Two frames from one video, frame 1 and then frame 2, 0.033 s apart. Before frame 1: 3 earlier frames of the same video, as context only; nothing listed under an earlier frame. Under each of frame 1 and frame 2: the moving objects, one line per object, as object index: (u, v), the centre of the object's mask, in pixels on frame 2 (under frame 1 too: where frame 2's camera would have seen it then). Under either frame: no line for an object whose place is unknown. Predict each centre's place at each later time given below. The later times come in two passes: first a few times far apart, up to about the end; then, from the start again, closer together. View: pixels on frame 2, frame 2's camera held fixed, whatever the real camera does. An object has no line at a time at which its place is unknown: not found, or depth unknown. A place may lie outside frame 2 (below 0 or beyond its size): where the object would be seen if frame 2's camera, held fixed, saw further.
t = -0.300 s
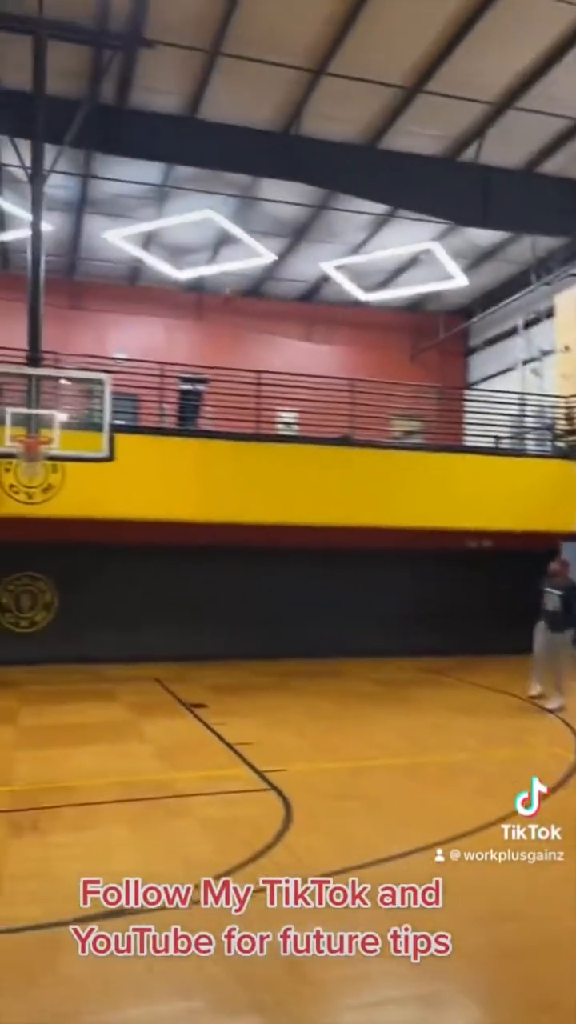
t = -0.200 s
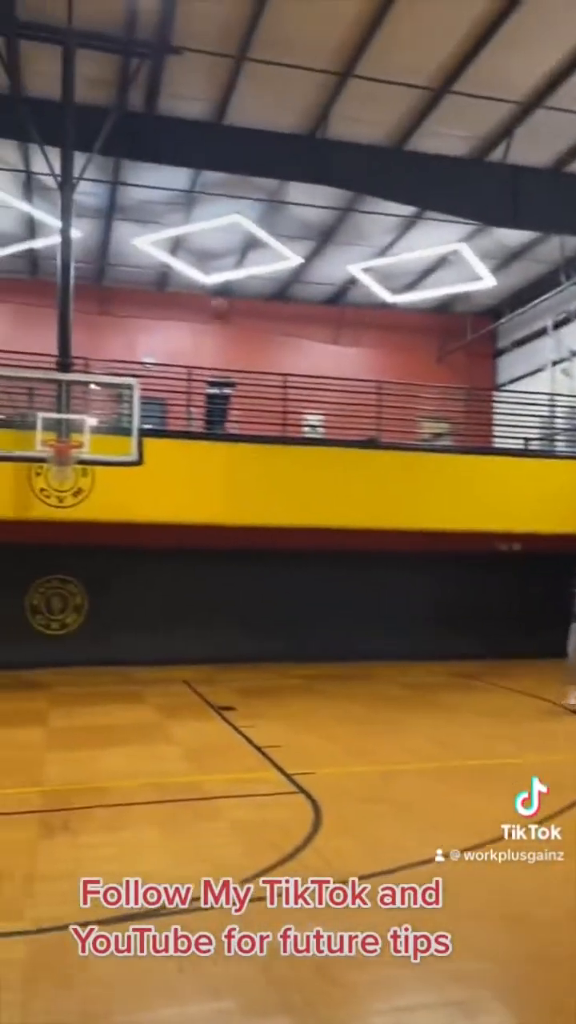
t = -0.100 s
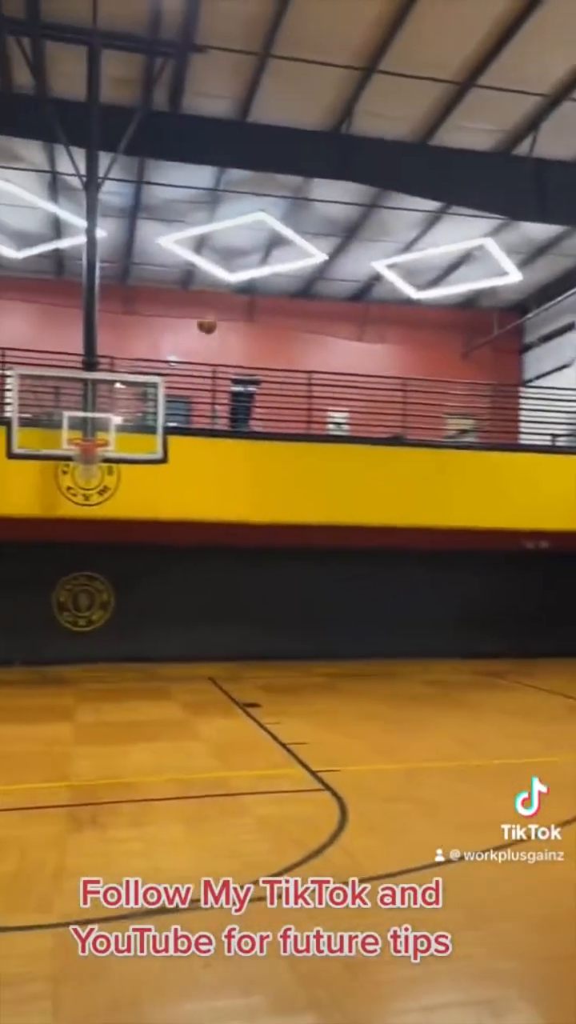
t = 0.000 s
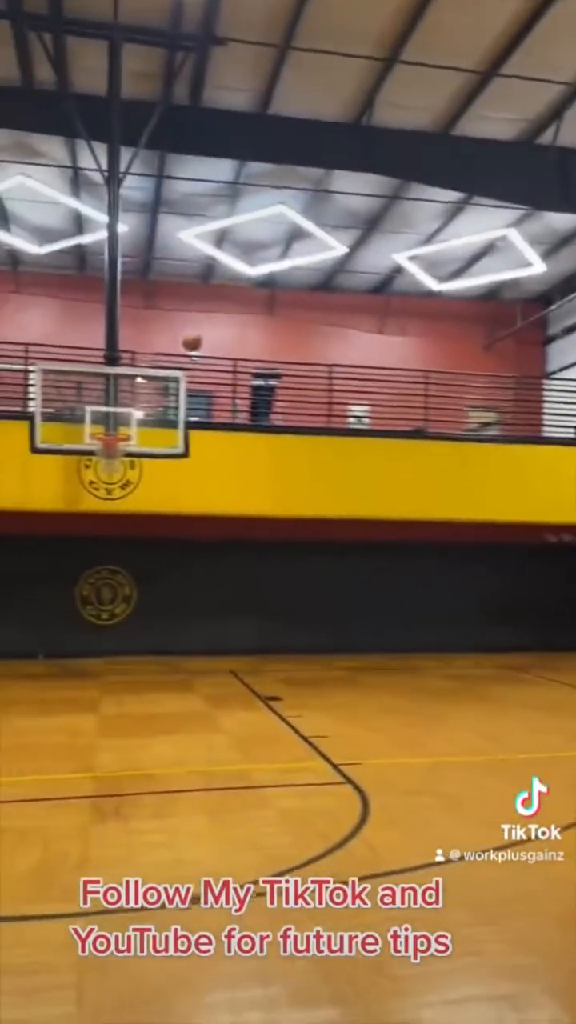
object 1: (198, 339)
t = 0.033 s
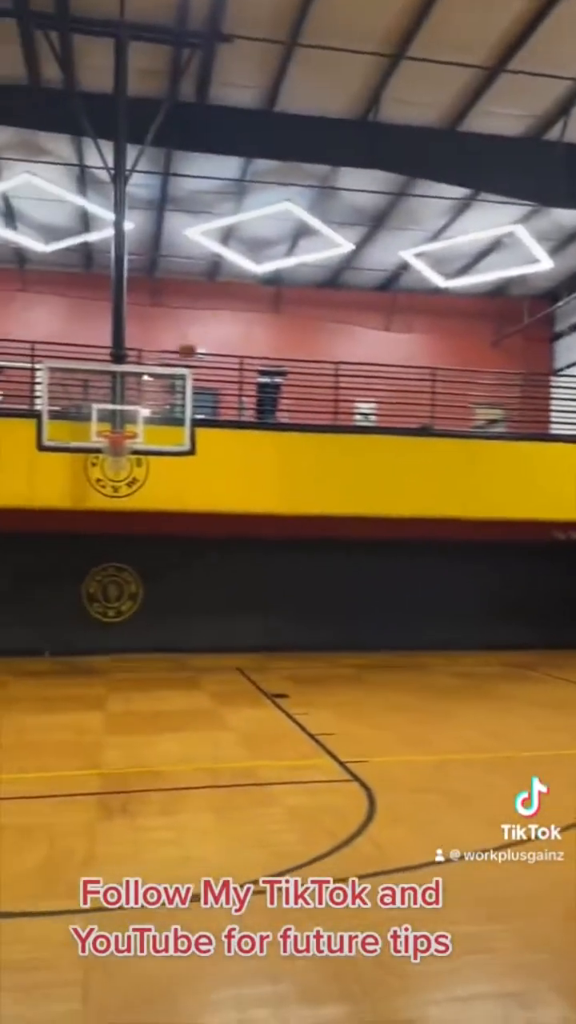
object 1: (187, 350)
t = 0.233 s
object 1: (116, 423)
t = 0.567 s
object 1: (126, 444)
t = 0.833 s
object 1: (145, 482)
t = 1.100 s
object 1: (153, 576)
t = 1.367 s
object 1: (158, 650)
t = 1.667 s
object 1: (163, 574)
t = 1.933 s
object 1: (164, 566)
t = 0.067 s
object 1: (175, 359)
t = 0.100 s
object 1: (162, 371)
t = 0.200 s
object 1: (128, 412)
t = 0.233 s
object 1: (116, 423)
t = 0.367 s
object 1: (126, 453)
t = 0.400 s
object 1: (128, 451)
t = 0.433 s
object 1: (124, 445)
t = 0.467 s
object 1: (125, 445)
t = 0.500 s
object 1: (125, 445)
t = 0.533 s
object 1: (126, 443)
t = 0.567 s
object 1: (126, 444)
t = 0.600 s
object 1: (127, 444)
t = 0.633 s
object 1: (126, 444)
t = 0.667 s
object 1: (126, 445)
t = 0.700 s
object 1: (138, 453)
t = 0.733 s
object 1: (139, 457)
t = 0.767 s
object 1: (142, 466)
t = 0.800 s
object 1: (144, 475)
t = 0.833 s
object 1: (145, 482)
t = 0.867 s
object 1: (146, 490)
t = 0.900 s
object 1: (148, 501)
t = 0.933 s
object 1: (149, 512)
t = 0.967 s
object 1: (150, 522)
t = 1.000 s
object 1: (150, 535)
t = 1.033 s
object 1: (151, 547)
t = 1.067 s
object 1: (152, 561)
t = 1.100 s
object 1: (153, 576)
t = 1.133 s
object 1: (154, 592)
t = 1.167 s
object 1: (156, 608)
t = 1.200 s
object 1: (157, 626)
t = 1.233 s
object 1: (158, 642)
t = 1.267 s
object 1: (159, 658)
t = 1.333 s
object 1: (159, 669)
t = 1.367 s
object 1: (158, 650)
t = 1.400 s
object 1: (160, 642)
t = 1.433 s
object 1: (161, 631)
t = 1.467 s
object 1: (162, 620)
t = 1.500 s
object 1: (162, 610)
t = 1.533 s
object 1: (162, 601)
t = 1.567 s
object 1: (162, 593)
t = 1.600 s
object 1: (162, 586)
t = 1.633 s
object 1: (162, 580)
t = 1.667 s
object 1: (163, 574)
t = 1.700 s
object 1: (163, 571)
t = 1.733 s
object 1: (163, 567)
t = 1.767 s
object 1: (163, 565)
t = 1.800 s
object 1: (163, 563)
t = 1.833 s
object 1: (163, 563)
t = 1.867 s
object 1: (163, 564)
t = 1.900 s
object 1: (164, 564)
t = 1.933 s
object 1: (164, 566)
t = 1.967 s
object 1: (164, 570)
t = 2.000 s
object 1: (164, 573)
